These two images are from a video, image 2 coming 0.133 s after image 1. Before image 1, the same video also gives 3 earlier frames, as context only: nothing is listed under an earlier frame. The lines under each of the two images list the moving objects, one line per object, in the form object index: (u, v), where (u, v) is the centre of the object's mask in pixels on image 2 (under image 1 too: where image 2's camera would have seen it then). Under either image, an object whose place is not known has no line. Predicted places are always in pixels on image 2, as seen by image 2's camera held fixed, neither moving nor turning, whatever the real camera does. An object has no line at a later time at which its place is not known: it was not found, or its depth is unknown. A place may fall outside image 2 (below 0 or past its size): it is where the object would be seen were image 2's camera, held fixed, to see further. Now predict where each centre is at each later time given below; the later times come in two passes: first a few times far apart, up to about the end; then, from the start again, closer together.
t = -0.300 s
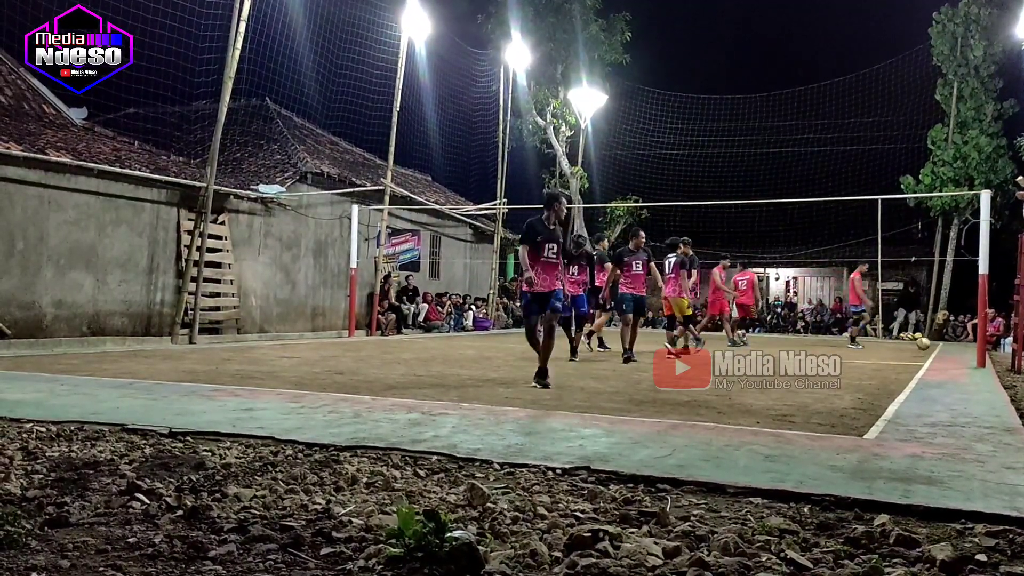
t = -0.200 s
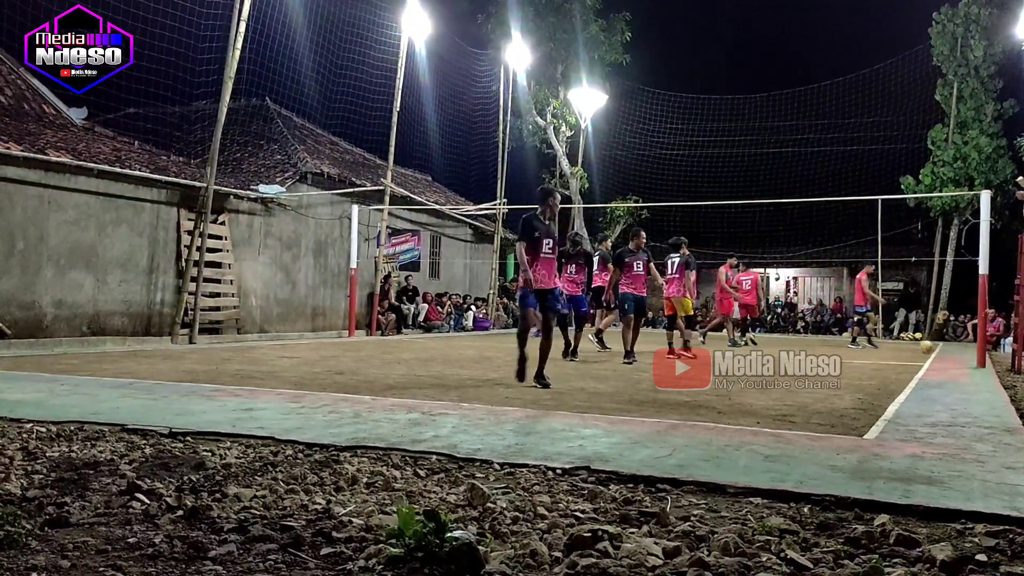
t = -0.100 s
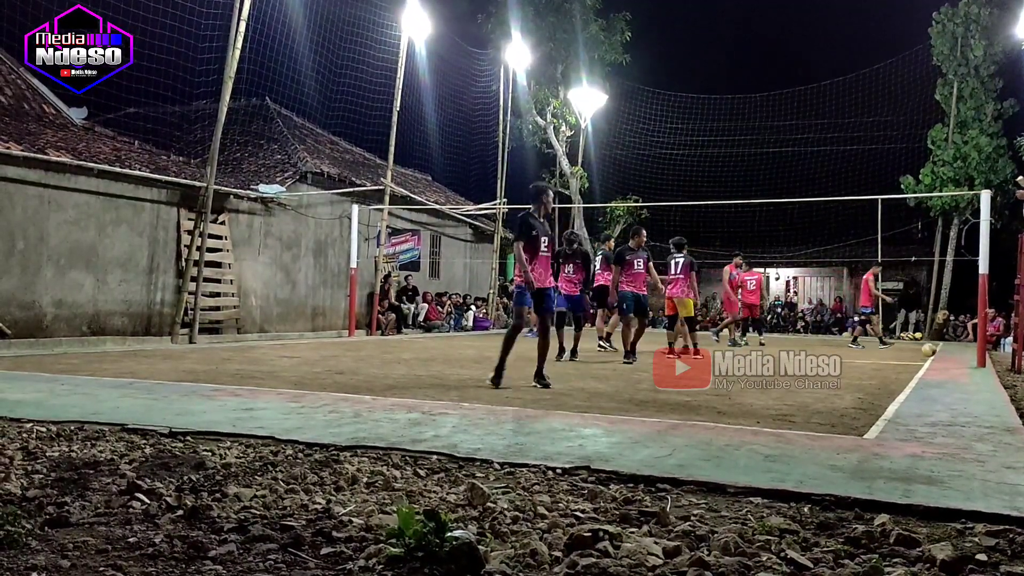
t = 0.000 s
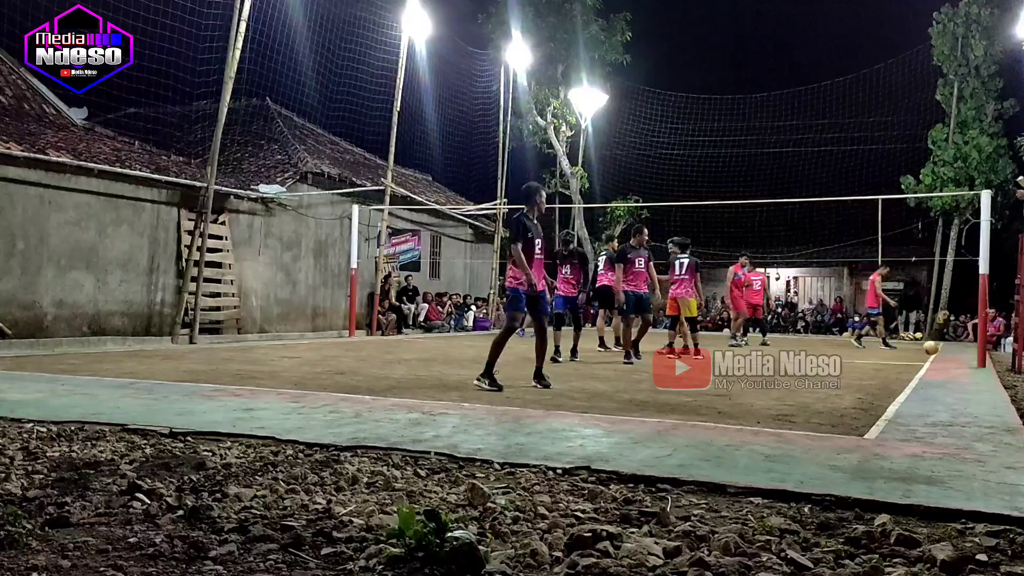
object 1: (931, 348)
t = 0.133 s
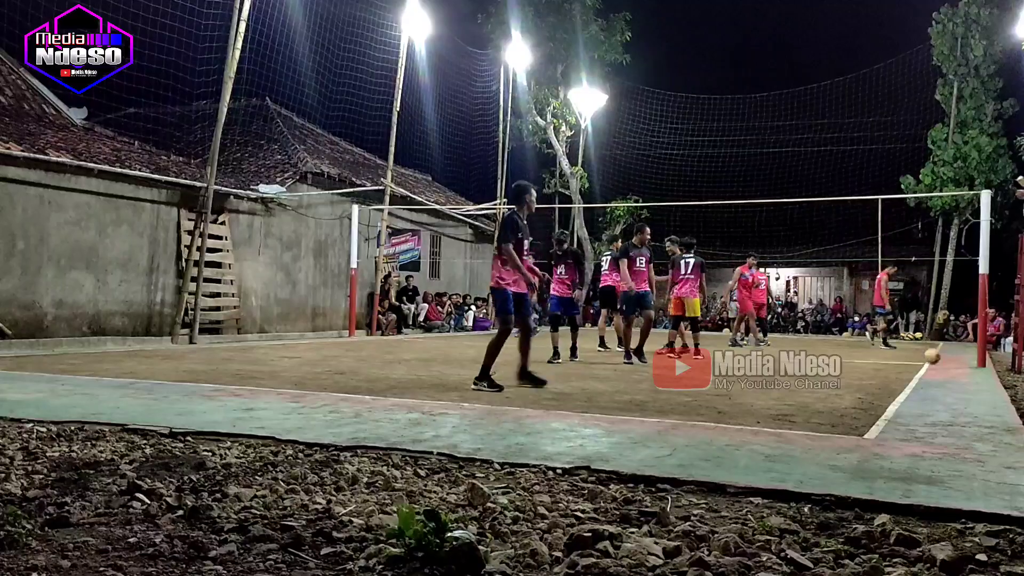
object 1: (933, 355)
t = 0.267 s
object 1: (935, 353)
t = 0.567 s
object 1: (943, 361)
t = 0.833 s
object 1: (956, 370)
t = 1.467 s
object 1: (1004, 388)
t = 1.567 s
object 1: (1011, 398)
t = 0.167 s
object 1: (934, 354)
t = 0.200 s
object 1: (935, 353)
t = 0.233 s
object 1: (935, 353)
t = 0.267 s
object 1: (935, 353)
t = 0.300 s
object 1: (937, 353)
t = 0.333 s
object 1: (938, 355)
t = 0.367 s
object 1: (938, 357)
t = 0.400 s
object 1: (938, 359)
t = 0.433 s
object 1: (939, 359)
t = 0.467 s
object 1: (940, 358)
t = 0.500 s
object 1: (941, 358)
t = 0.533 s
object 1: (942, 359)
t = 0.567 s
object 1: (943, 361)
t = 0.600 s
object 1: (944, 365)
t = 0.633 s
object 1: (946, 367)
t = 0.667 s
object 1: (947, 367)
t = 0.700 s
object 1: (949, 367)
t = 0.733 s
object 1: (950, 369)
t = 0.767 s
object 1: (952, 371)
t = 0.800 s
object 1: (954, 370)
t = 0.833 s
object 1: (956, 370)
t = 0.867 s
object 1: (958, 372)
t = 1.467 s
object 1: (1004, 388)
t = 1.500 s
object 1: (1008, 390)
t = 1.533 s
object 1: (1010, 393)
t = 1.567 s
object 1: (1011, 398)
